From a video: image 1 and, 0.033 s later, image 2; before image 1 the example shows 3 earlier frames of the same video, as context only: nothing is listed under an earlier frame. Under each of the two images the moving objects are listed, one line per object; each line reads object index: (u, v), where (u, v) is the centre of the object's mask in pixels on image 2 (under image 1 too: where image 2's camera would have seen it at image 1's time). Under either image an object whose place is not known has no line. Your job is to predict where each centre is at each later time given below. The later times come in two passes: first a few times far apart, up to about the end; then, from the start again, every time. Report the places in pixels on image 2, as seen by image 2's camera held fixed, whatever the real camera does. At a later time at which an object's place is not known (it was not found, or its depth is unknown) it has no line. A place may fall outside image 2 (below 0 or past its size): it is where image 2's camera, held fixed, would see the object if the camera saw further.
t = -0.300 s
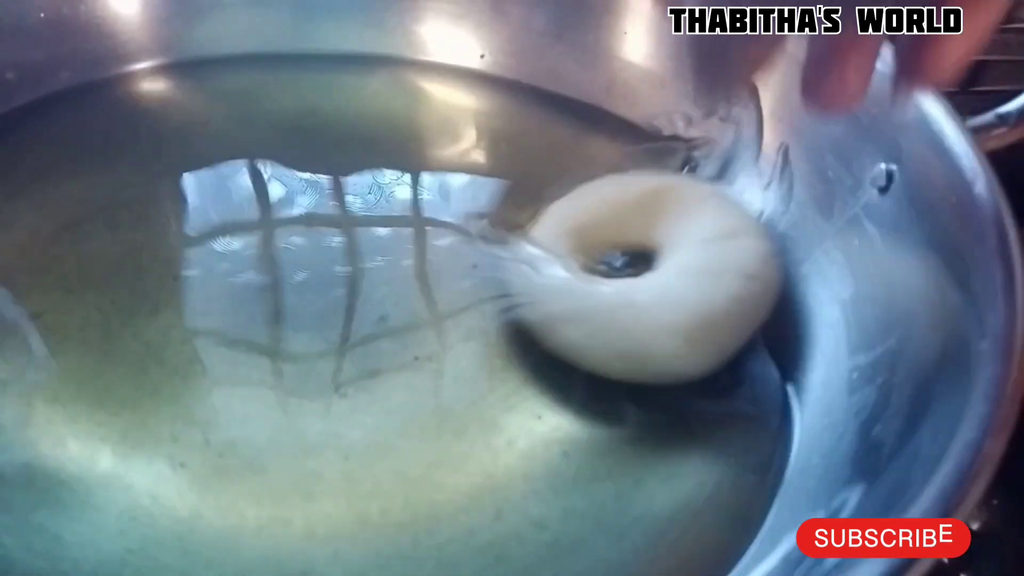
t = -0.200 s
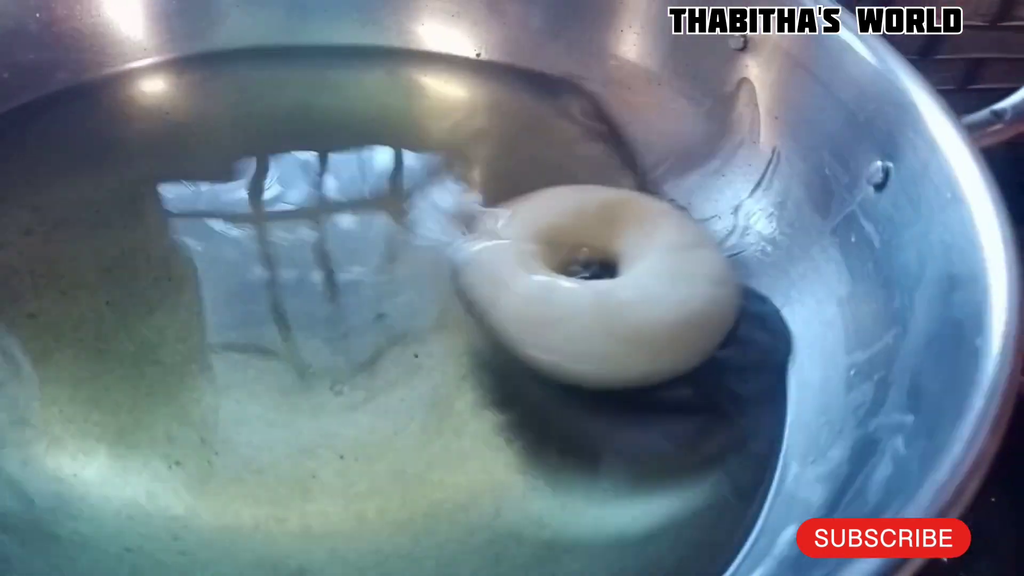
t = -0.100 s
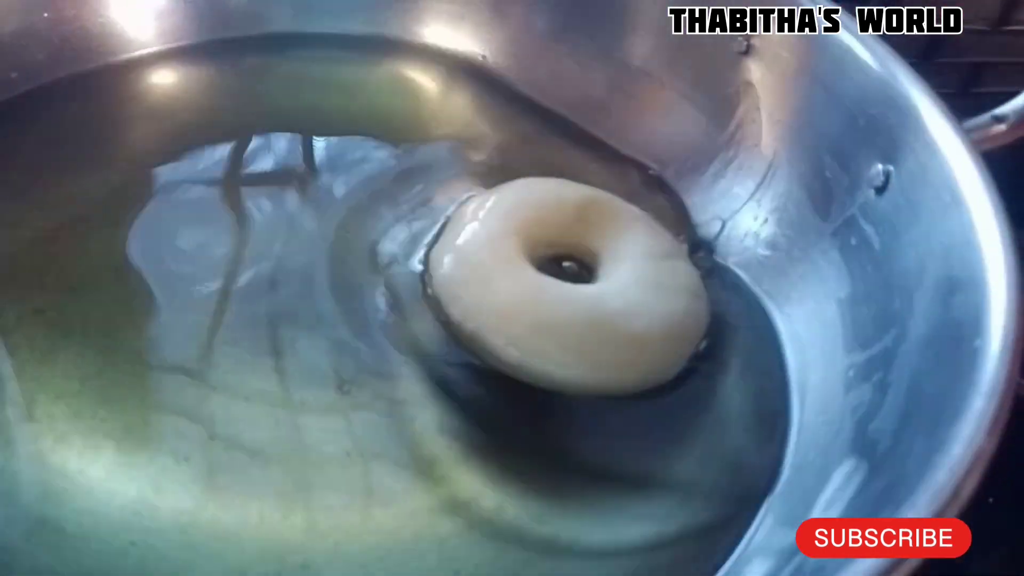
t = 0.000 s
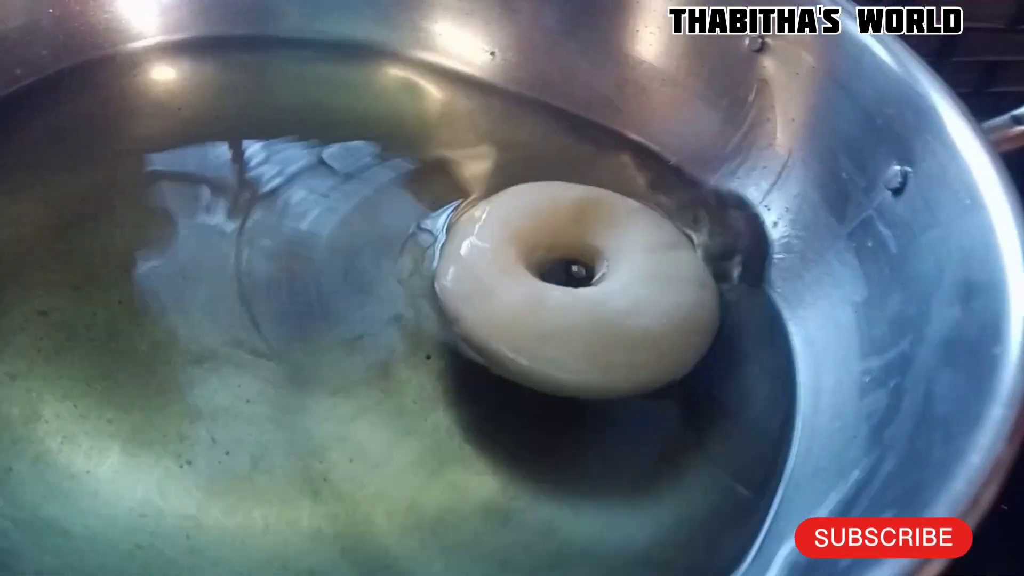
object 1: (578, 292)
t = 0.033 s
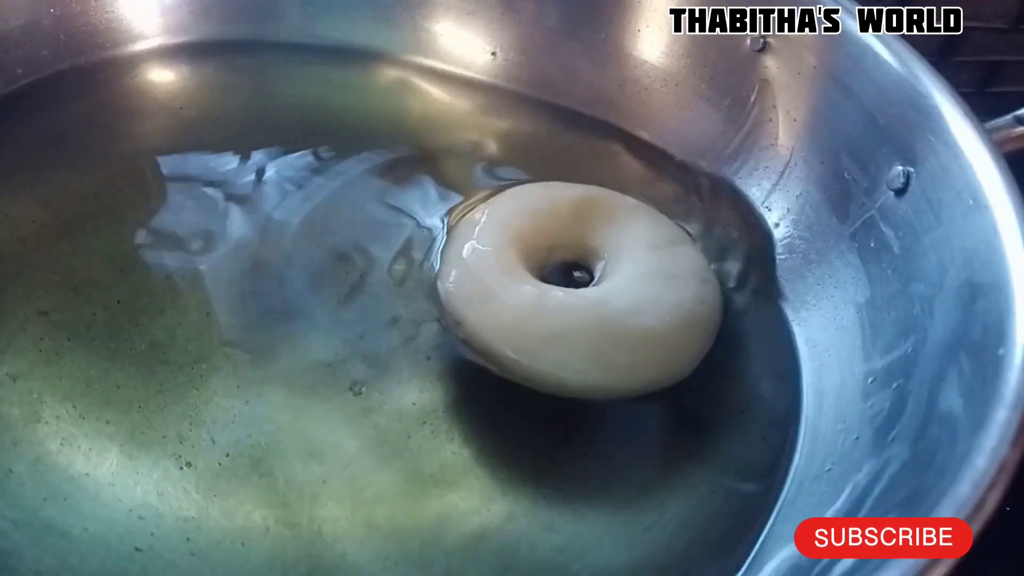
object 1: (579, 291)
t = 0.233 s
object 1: (570, 287)
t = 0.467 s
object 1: (555, 296)
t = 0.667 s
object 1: (537, 297)
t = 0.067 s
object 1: (579, 290)
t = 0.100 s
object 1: (579, 289)
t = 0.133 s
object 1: (577, 289)
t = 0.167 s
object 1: (575, 288)
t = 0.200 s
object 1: (573, 287)
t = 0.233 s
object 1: (570, 287)
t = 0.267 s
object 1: (568, 288)
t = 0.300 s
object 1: (568, 288)
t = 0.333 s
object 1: (566, 290)
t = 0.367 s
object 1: (563, 292)
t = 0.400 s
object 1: (561, 294)
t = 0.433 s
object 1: (558, 295)
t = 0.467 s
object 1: (555, 296)
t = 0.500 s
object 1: (552, 297)
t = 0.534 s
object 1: (550, 298)
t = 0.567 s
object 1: (547, 298)
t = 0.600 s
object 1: (544, 297)
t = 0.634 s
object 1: (541, 297)
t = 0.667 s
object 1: (537, 297)
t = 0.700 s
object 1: (534, 297)
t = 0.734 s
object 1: (529, 299)
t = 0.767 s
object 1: (526, 300)
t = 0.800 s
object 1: (518, 303)
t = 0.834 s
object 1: (516, 305)
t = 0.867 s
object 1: (513, 306)
